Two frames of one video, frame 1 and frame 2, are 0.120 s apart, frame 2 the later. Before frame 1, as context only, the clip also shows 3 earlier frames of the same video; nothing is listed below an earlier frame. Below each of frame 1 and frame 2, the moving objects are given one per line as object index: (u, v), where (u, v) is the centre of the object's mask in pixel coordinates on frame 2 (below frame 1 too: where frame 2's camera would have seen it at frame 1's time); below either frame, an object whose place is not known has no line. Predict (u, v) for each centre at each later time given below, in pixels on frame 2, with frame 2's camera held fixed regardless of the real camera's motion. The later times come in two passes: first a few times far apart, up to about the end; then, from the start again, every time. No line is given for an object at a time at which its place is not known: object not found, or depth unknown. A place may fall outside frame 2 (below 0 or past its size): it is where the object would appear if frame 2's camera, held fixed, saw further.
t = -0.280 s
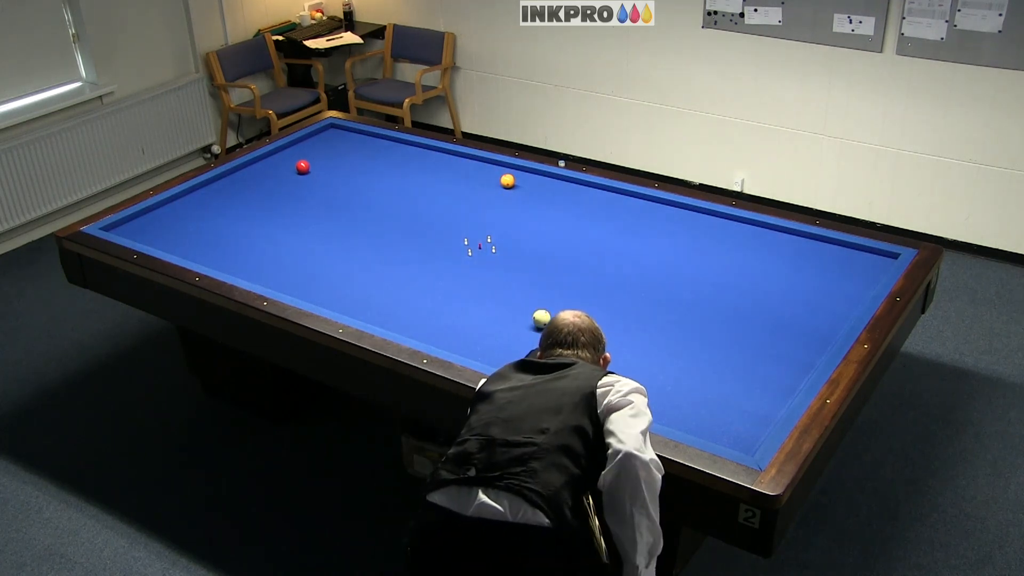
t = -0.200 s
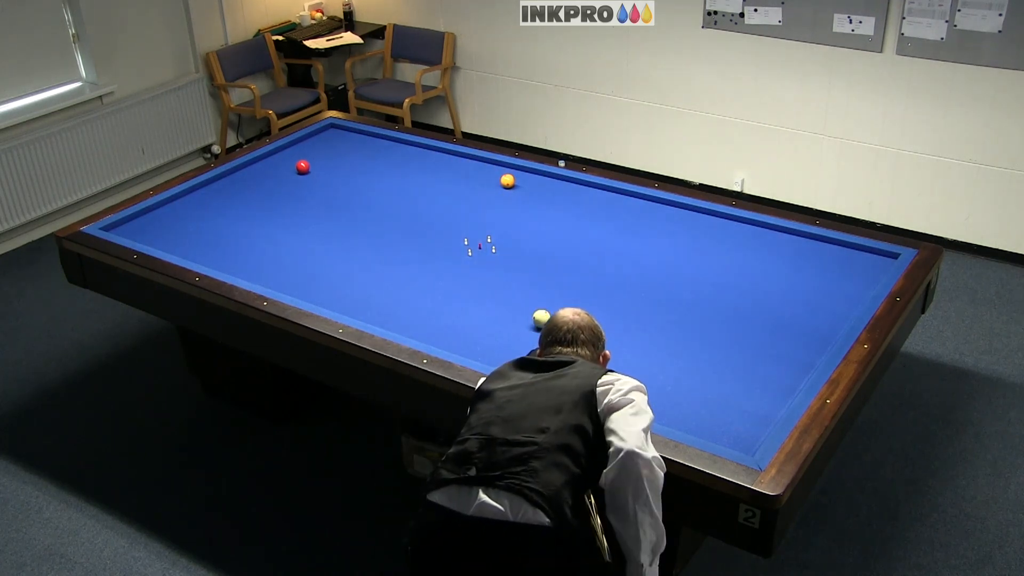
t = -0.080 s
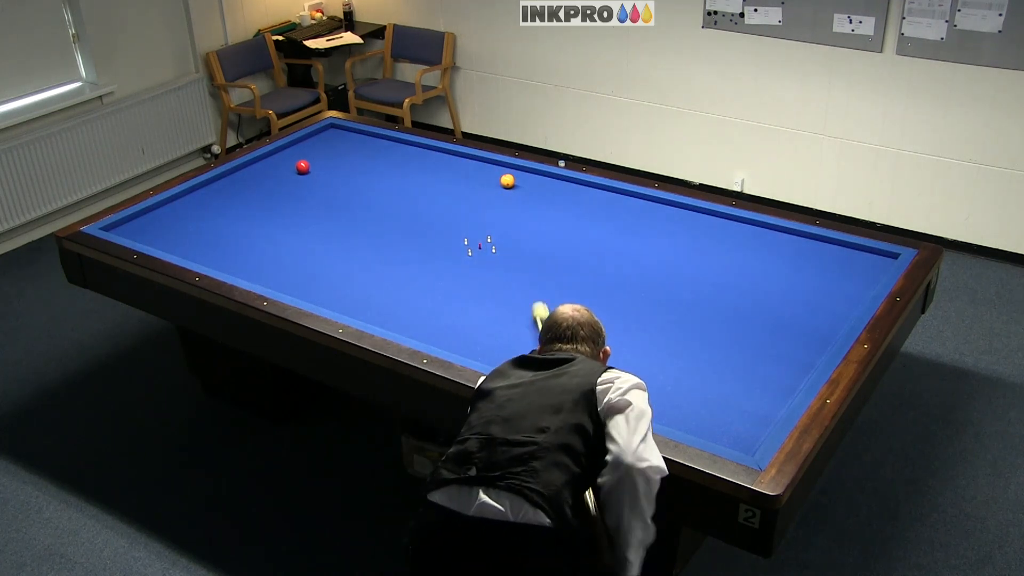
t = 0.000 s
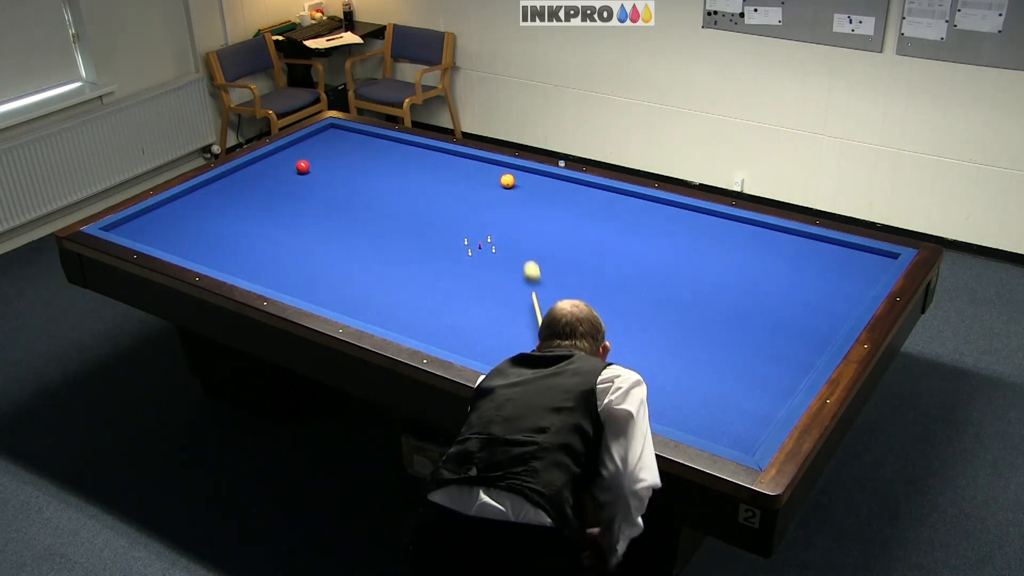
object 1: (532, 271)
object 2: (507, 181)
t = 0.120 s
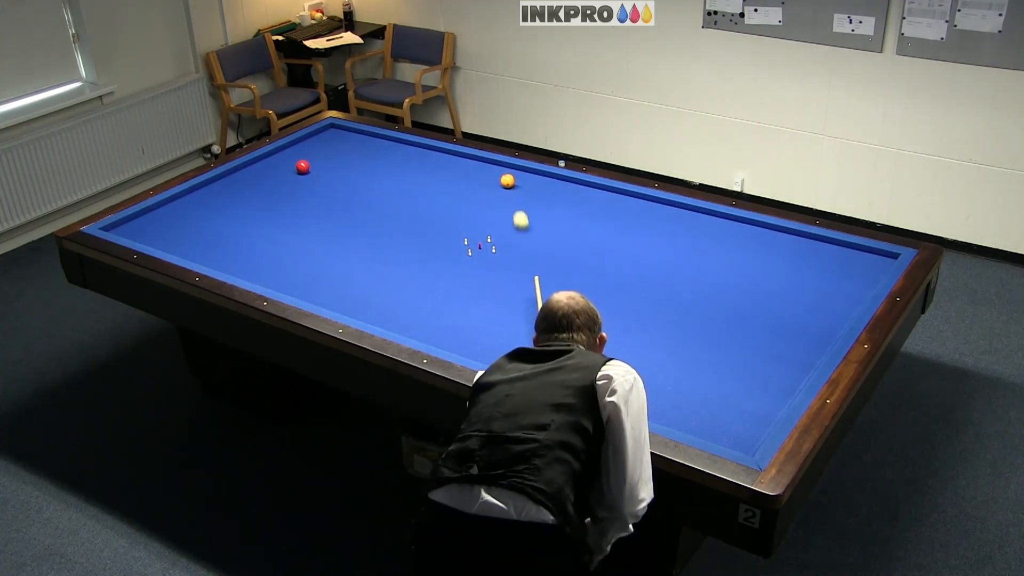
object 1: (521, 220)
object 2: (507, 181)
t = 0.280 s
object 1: (523, 183)
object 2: (494, 166)
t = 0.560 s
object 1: (524, 180)
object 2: (381, 170)
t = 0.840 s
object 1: (488, 184)
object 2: (286, 177)
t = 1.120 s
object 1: (453, 187)
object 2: (206, 188)
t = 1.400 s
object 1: (420, 189)
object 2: (188, 219)
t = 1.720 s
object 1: (382, 193)
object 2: (182, 249)
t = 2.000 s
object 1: (349, 196)
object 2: (242, 246)
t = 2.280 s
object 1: (318, 199)
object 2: (299, 244)
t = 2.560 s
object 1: (288, 201)
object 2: (356, 241)
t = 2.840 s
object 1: (258, 204)
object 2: (412, 238)
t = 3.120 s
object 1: (229, 207)
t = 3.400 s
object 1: (201, 209)
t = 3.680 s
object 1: (174, 212)
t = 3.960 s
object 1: (148, 215)
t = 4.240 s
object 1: (130, 221)
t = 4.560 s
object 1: (118, 231)
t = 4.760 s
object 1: (130, 232)
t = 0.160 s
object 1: (517, 206)
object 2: (507, 181)
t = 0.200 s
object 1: (514, 193)
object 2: (507, 180)
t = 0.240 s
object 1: (516, 185)
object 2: (503, 176)
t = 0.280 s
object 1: (523, 183)
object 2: (494, 166)
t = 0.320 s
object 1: (529, 181)
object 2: (482, 162)
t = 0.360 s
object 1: (536, 179)
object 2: (463, 163)
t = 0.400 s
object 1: (541, 176)
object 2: (445, 165)
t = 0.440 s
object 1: (542, 175)
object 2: (427, 166)
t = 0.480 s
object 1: (536, 177)
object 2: (411, 167)
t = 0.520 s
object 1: (530, 179)
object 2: (396, 168)
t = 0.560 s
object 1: (524, 180)
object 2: (381, 170)
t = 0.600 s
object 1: (519, 181)
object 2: (366, 171)
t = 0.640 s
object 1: (513, 182)
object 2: (353, 172)
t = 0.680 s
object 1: (508, 182)
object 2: (339, 173)
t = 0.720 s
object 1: (503, 182)
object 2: (326, 174)
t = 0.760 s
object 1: (498, 183)
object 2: (312, 175)
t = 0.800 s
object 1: (493, 183)
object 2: (299, 176)
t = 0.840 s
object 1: (488, 184)
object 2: (286, 177)
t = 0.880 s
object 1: (483, 184)
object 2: (272, 178)
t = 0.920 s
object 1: (478, 184)
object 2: (259, 179)
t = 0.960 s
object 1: (473, 185)
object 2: (245, 180)
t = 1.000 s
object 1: (468, 185)
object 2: (232, 181)
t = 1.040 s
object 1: (463, 186)
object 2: (218, 182)
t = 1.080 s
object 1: (458, 186)
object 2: (207, 184)
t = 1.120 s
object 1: (453, 187)
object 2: (206, 188)
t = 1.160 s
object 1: (448, 187)
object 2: (204, 193)
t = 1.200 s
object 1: (444, 188)
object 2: (202, 197)
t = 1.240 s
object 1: (439, 188)
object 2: (200, 201)
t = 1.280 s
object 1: (434, 188)
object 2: (197, 206)
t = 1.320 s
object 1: (429, 189)
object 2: (194, 210)
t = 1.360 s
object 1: (424, 189)
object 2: (192, 214)
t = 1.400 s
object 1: (420, 189)
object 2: (188, 219)
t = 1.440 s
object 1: (415, 190)
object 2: (185, 224)
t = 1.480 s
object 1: (410, 190)
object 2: (183, 229)
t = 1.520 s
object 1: (405, 191)
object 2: (179, 233)
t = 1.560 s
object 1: (400, 191)
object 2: (176, 238)
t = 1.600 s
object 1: (396, 192)
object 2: (173, 243)
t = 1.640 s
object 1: (391, 192)
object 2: (171, 247)
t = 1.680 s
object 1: (386, 192)
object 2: (173, 249)
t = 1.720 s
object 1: (382, 193)
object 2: (182, 249)
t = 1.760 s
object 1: (377, 193)
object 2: (192, 249)
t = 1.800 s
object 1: (372, 194)
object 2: (200, 248)
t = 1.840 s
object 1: (368, 194)
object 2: (209, 248)
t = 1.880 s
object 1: (363, 195)
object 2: (217, 247)
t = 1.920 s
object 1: (359, 195)
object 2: (225, 247)
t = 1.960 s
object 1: (354, 195)
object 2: (234, 247)
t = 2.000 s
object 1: (349, 196)
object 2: (242, 246)
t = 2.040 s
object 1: (345, 196)
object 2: (250, 246)
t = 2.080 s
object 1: (340, 197)
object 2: (259, 246)
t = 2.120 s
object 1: (336, 197)
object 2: (267, 245)
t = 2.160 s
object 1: (331, 198)
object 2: (275, 245)
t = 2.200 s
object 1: (327, 198)
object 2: (283, 244)
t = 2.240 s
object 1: (322, 198)
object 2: (291, 244)
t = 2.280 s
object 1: (318, 199)
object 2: (299, 244)
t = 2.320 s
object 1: (314, 199)
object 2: (307, 243)
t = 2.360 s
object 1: (309, 199)
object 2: (316, 243)
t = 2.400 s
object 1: (305, 200)
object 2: (324, 242)
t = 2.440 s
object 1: (301, 200)
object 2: (332, 242)
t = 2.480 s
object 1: (296, 201)
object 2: (340, 242)
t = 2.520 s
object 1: (292, 201)
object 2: (348, 241)
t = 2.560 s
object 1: (288, 201)
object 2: (356, 241)
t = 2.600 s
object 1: (283, 202)
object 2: (364, 241)
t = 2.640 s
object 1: (279, 202)
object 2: (372, 240)
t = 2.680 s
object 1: (274, 202)
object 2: (380, 240)
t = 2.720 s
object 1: (270, 203)
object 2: (388, 239)
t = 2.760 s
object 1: (266, 203)
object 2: (396, 239)
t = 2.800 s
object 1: (262, 204)
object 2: (404, 239)
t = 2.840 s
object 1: (258, 204)
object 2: (412, 238)
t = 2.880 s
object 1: (254, 204)
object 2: (420, 238)
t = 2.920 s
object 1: (249, 205)
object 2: (427, 237)
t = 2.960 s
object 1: (245, 205)
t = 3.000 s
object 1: (241, 206)
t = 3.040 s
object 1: (237, 206)
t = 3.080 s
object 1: (233, 206)
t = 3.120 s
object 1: (229, 207)
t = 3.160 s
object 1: (225, 207)
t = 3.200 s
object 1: (221, 208)
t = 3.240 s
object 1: (217, 208)
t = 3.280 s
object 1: (213, 208)
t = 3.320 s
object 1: (209, 209)
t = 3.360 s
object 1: (205, 209)
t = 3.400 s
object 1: (201, 209)
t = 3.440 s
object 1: (197, 210)
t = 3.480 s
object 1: (193, 210)
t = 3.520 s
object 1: (189, 211)
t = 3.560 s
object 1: (186, 211)
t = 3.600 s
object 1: (182, 211)
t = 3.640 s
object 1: (178, 212)
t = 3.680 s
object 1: (174, 212)
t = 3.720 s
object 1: (170, 213)
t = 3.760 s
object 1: (167, 213)
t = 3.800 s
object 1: (163, 213)
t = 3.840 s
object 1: (160, 214)
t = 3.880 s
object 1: (156, 214)
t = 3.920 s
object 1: (152, 214)
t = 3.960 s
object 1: (148, 215)
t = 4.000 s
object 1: (145, 215)
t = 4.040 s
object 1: (141, 215)
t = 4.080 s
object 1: (137, 216)
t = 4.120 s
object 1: (135, 217)
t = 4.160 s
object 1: (134, 219)
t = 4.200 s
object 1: (132, 220)
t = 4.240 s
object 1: (130, 221)
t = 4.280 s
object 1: (128, 223)
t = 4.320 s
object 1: (127, 224)
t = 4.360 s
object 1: (125, 226)
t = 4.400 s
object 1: (123, 227)
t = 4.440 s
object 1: (122, 228)
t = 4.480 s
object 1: (120, 229)
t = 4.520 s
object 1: (119, 230)
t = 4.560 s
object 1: (118, 231)
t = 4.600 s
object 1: (120, 231)
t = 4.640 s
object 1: (123, 231)
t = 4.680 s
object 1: (125, 231)
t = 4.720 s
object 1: (127, 231)
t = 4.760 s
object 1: (130, 232)
